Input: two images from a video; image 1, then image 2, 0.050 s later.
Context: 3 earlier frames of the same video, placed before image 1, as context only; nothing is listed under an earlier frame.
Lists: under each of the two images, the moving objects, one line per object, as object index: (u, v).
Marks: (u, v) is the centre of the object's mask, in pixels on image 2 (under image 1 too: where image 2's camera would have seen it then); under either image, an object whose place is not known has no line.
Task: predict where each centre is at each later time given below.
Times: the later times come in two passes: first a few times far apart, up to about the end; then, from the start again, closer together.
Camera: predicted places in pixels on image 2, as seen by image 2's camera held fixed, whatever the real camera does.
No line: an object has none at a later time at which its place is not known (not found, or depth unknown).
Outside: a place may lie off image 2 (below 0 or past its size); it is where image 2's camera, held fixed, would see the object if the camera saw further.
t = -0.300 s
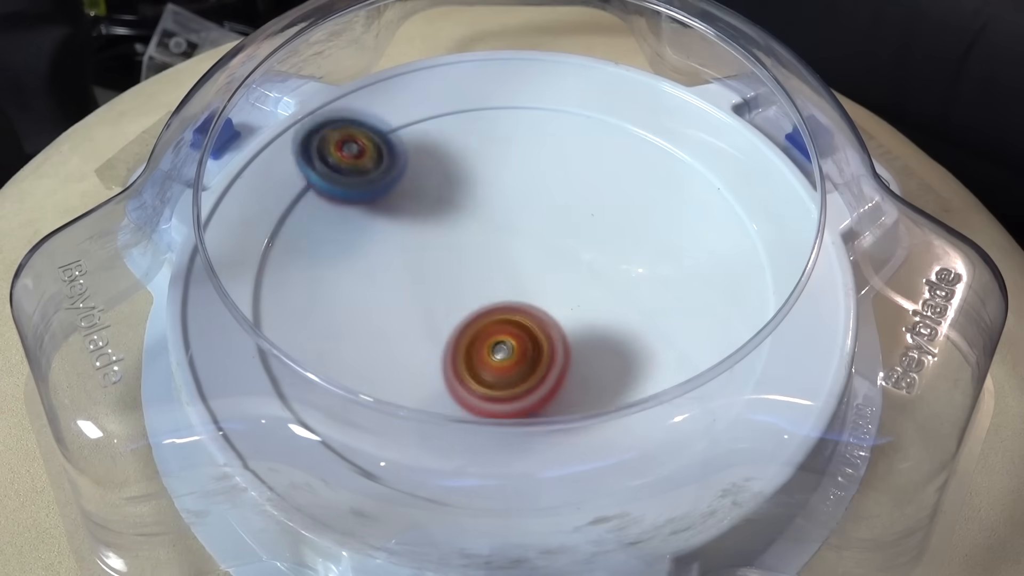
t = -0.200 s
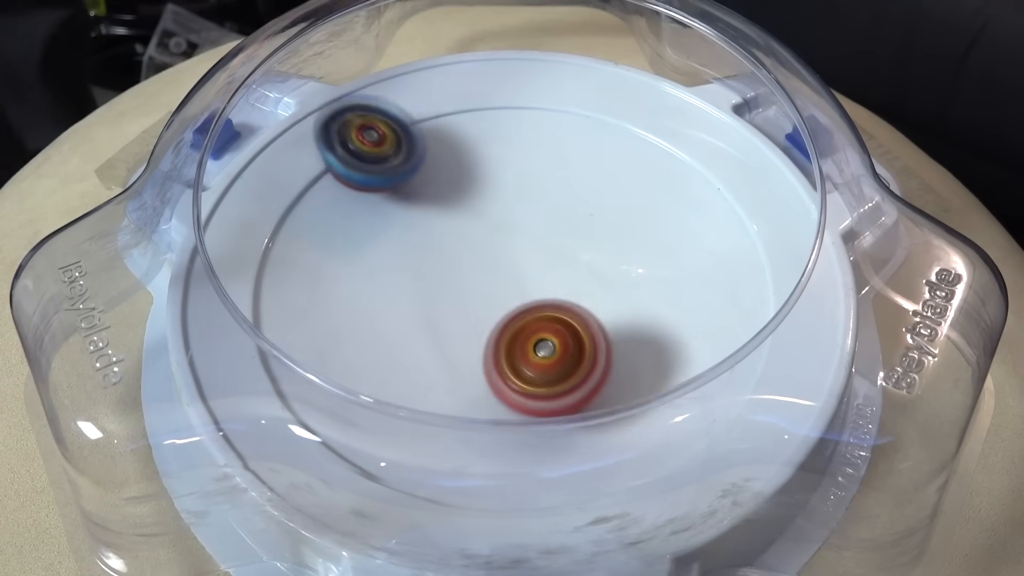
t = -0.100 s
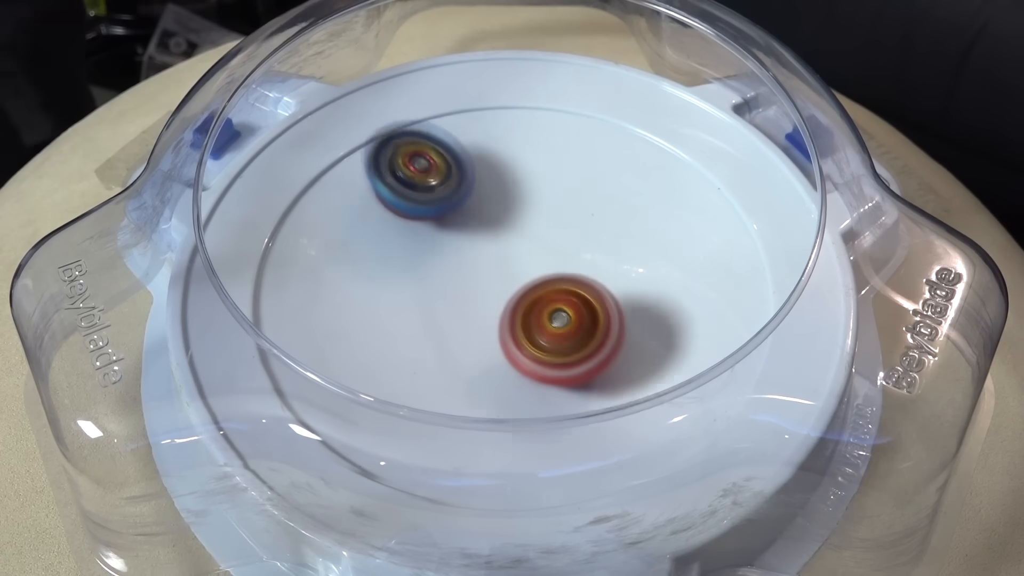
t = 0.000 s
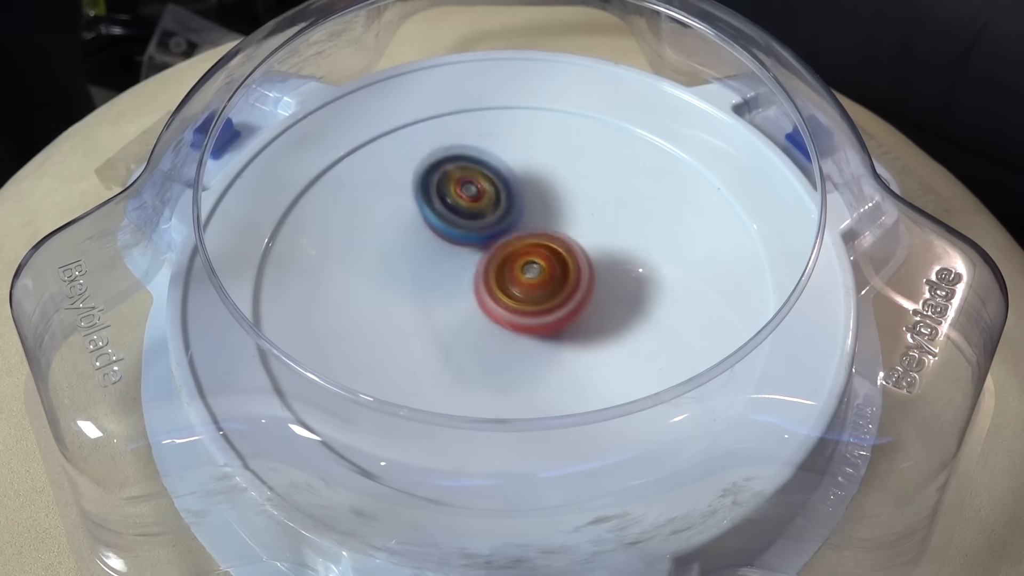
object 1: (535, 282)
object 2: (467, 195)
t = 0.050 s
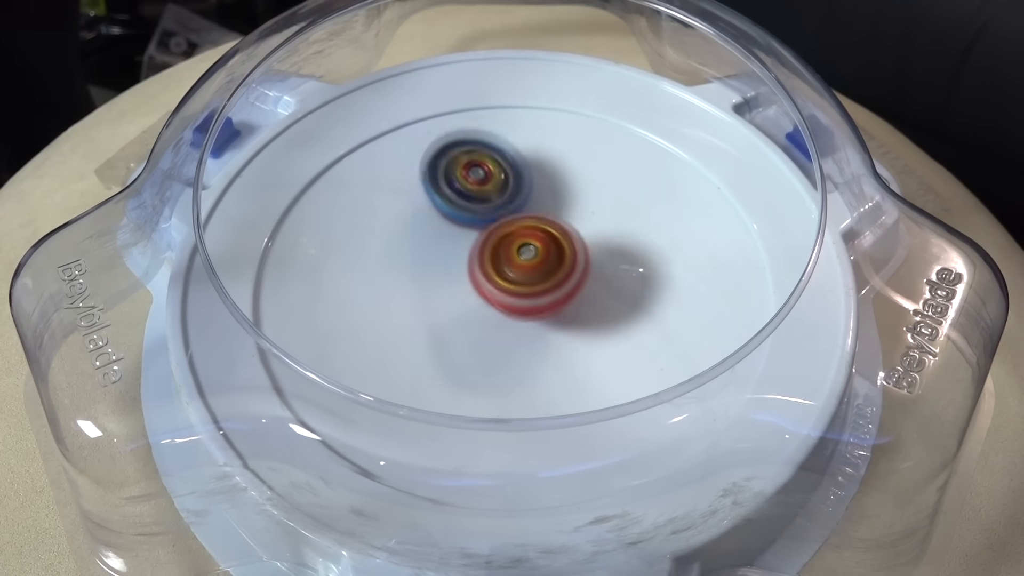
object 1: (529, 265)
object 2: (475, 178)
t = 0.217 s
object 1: (490, 263)
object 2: (462, 99)
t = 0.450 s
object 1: (427, 216)
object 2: (435, 117)
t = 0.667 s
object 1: (480, 272)
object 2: (486, 99)
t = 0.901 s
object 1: (351, 334)
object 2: (525, 140)
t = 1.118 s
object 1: (328, 161)
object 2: (582, 186)
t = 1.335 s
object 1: (661, 91)
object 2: (653, 208)
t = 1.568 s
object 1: (730, 362)
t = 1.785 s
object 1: (475, 372)
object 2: (209, 309)
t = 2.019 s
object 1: (483, 130)
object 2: (265, 301)
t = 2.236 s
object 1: (754, 166)
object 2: (575, 371)
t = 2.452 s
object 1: (905, 365)
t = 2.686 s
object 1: (697, 321)
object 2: (315, 338)
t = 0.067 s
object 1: (529, 267)
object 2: (477, 171)
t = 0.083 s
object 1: (529, 273)
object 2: (478, 161)
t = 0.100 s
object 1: (527, 275)
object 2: (478, 153)
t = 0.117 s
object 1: (524, 272)
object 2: (478, 143)
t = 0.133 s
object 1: (520, 273)
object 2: (478, 135)
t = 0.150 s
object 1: (516, 273)
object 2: (476, 126)
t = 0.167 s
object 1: (511, 271)
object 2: (474, 118)
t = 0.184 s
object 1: (504, 269)
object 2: (470, 111)
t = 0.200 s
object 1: (497, 266)
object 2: (466, 104)
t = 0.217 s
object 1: (490, 263)
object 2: (462, 99)
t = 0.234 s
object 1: (481, 259)
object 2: (457, 93)
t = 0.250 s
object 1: (472, 253)
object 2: (452, 88)
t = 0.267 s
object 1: (463, 247)
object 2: (447, 90)
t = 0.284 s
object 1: (454, 239)
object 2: (444, 95)
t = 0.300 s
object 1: (446, 231)
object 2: (440, 100)
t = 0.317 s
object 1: (438, 221)
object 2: (437, 104)
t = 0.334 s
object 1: (431, 210)
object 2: (432, 109)
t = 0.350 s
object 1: (428, 207)
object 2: (429, 106)
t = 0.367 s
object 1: (424, 210)
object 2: (425, 96)
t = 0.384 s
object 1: (423, 211)
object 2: (426, 93)
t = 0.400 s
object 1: (423, 212)
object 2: (427, 95)
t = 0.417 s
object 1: (423, 213)
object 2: (429, 102)
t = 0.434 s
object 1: (426, 212)
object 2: (432, 115)
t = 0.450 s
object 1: (427, 216)
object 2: (435, 117)
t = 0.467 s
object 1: (429, 220)
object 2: (439, 118)
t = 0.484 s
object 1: (432, 223)
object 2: (444, 120)
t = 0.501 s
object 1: (436, 225)
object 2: (448, 122)
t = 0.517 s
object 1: (440, 227)
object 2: (452, 124)
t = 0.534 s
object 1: (445, 228)
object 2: (456, 126)
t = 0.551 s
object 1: (450, 228)
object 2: (461, 128)
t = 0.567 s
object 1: (456, 227)
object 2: (464, 129)
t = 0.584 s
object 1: (463, 228)
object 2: (468, 130)
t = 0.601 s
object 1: (469, 235)
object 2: (473, 125)
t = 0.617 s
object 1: (473, 243)
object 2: (476, 118)
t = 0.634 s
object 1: (477, 252)
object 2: (480, 111)
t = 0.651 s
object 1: (480, 262)
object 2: (483, 105)
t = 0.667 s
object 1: (480, 272)
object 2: (486, 99)
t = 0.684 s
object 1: (479, 282)
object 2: (488, 93)
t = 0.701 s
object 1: (477, 292)
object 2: (491, 86)
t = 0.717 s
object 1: (473, 302)
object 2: (494, 85)
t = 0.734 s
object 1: (468, 311)
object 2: (496, 90)
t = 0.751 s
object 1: (461, 320)
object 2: (499, 94)
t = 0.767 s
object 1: (452, 327)
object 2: (502, 99)
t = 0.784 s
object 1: (443, 334)
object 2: (506, 104)
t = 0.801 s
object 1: (431, 339)
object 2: (508, 109)
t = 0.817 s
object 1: (418, 342)
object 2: (511, 114)
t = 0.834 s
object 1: (404, 344)
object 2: (514, 120)
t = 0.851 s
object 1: (391, 345)
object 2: (516, 125)
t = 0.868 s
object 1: (377, 343)
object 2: (519, 130)
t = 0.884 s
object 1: (364, 340)
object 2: (521, 135)
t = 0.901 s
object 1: (351, 334)
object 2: (525, 140)
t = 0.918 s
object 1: (339, 328)
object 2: (527, 145)
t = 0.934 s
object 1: (327, 320)
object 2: (530, 149)
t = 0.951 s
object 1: (315, 310)
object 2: (534, 154)
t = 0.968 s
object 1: (306, 300)
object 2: (537, 158)
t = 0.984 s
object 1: (298, 289)
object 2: (541, 162)
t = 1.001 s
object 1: (292, 276)
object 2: (546, 166)
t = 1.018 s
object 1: (290, 261)
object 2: (550, 169)
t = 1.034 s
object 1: (289, 245)
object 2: (555, 173)
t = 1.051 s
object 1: (291, 229)
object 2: (559, 175)
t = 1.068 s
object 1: (296, 211)
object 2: (565, 178)
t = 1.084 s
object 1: (303, 194)
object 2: (570, 181)
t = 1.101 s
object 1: (315, 177)
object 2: (575, 183)
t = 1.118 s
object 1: (328, 161)
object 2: (582, 186)
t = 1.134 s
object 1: (345, 146)
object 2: (587, 186)
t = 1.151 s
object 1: (363, 131)
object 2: (592, 189)
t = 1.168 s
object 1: (385, 117)
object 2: (598, 189)
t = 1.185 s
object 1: (408, 105)
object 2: (603, 191)
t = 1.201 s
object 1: (433, 95)
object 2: (608, 192)
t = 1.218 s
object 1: (458, 87)
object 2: (614, 192)
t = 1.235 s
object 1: (485, 79)
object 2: (619, 192)
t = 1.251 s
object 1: (513, 76)
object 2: (625, 192)
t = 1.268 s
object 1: (543, 80)
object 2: (631, 191)
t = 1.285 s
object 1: (573, 85)
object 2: (636, 190)
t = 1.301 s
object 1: (604, 92)
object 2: (642, 191)
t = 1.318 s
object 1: (635, 98)
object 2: (647, 191)
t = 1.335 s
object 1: (661, 91)
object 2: (653, 208)
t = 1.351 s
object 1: (688, 78)
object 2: (661, 232)
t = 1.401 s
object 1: (718, 105)
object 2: (669, 294)
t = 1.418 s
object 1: (726, 127)
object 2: (670, 314)
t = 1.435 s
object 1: (733, 153)
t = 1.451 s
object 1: (739, 185)
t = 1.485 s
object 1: (748, 231)
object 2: (668, 383)
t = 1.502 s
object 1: (750, 255)
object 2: (667, 401)
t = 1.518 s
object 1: (745, 277)
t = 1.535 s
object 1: (745, 307)
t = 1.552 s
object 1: (738, 337)
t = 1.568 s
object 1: (730, 362)
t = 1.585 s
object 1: (727, 374)
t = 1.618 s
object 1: (709, 378)
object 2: (519, 500)
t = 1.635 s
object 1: (699, 380)
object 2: (476, 495)
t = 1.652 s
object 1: (684, 383)
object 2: (434, 473)
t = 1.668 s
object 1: (667, 384)
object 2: (394, 453)
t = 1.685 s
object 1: (646, 385)
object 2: (358, 434)
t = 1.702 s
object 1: (622, 386)
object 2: (327, 416)
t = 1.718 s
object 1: (598, 386)
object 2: (296, 396)
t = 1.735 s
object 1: (569, 378)
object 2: (268, 376)
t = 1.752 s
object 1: (539, 379)
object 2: (245, 354)
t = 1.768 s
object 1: (507, 377)
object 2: (223, 331)
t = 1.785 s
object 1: (475, 372)
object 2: (209, 309)
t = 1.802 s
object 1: (443, 363)
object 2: (196, 289)
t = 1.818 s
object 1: (416, 353)
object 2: (186, 272)
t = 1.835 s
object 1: (389, 339)
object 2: (197, 269)
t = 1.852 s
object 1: (366, 321)
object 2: (212, 267)
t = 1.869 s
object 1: (347, 302)
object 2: (229, 270)
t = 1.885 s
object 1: (354, 285)
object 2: (213, 265)
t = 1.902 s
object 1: (367, 267)
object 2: (200, 260)
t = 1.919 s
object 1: (380, 250)
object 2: (198, 262)
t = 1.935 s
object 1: (393, 228)
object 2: (201, 266)
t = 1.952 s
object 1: (409, 208)
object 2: (209, 272)
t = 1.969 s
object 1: (425, 188)
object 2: (219, 279)
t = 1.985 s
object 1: (443, 168)
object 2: (231, 284)
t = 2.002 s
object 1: (462, 148)
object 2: (246, 292)
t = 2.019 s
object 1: (483, 130)
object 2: (265, 301)
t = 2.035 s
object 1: (507, 112)
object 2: (285, 309)
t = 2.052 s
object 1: (530, 96)
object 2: (313, 315)
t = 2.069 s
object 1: (554, 82)
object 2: (333, 326)
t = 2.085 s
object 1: (577, 75)
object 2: (357, 335)
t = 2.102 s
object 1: (600, 74)
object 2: (380, 342)
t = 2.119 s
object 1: (624, 77)
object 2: (407, 350)
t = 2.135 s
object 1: (647, 81)
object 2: (432, 356)
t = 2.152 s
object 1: (672, 83)
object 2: (456, 362)
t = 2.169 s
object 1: (689, 95)
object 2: (479, 366)
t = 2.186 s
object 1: (704, 110)
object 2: (504, 369)
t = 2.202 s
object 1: (721, 127)
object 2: (528, 371)
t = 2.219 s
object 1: (737, 146)
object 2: (552, 372)
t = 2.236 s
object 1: (754, 166)
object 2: (575, 371)
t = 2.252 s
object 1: (769, 189)
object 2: (597, 369)
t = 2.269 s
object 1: (776, 213)
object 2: (621, 377)
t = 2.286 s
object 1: (778, 237)
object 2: (646, 377)
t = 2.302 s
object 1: (800, 270)
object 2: (668, 374)
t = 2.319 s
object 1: (803, 295)
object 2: (691, 371)
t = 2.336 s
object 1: (824, 307)
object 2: (679, 379)
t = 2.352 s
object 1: (845, 306)
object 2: (649, 396)
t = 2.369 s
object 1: (861, 304)
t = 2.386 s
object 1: (870, 304)
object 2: (589, 439)
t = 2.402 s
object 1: (879, 308)
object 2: (558, 451)
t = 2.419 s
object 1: (902, 323)
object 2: (527, 475)
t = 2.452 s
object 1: (905, 365)
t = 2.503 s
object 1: (910, 342)
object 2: (389, 485)
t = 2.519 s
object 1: (901, 326)
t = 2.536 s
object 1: (876, 314)
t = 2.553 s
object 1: (867, 308)
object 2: (347, 445)
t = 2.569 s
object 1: (855, 306)
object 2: (331, 442)
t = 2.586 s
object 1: (837, 307)
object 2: (324, 423)
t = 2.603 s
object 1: (816, 312)
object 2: (318, 410)
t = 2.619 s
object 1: (794, 320)
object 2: (312, 396)
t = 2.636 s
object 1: (773, 321)
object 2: (308, 379)
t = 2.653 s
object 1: (748, 318)
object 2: (308, 366)
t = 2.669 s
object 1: (716, 314)
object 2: (311, 352)
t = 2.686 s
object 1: (697, 321)
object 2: (315, 338)
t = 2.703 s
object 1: (675, 321)
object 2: (323, 322)
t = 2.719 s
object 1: (650, 319)
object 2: (327, 313)
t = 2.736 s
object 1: (624, 317)
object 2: (337, 301)
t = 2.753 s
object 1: (602, 314)
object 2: (347, 289)
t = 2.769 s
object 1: (578, 311)
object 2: (359, 276)
